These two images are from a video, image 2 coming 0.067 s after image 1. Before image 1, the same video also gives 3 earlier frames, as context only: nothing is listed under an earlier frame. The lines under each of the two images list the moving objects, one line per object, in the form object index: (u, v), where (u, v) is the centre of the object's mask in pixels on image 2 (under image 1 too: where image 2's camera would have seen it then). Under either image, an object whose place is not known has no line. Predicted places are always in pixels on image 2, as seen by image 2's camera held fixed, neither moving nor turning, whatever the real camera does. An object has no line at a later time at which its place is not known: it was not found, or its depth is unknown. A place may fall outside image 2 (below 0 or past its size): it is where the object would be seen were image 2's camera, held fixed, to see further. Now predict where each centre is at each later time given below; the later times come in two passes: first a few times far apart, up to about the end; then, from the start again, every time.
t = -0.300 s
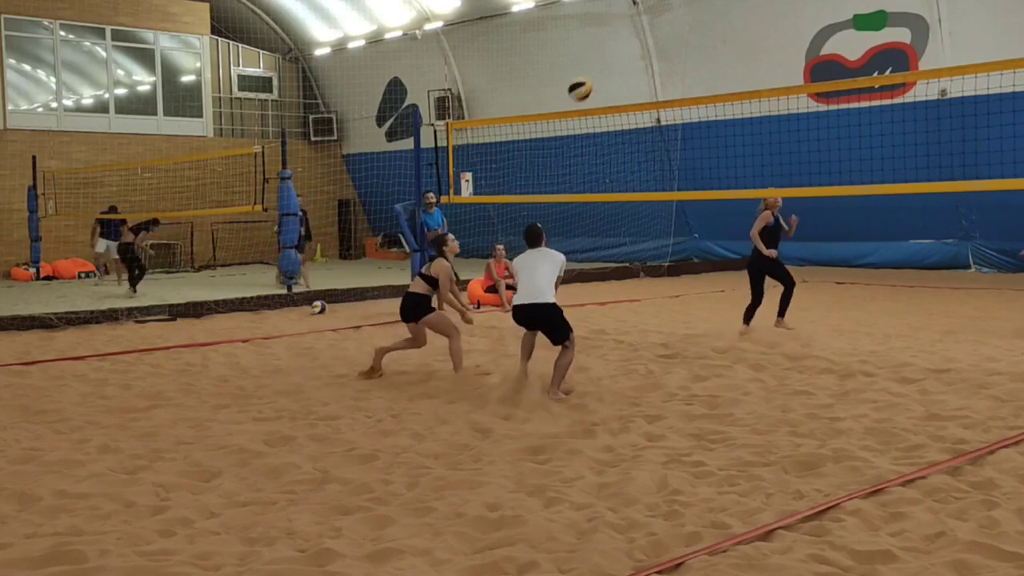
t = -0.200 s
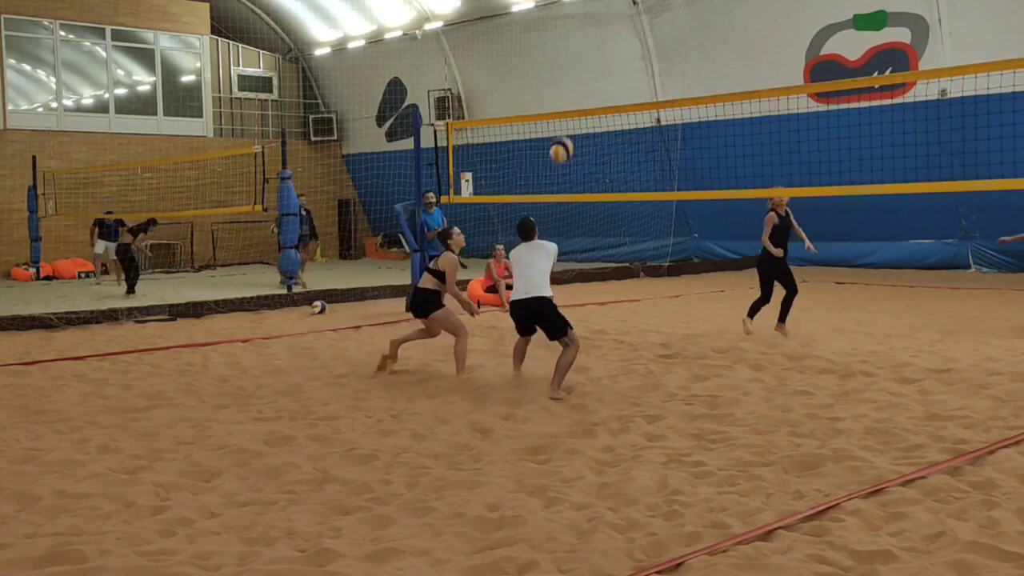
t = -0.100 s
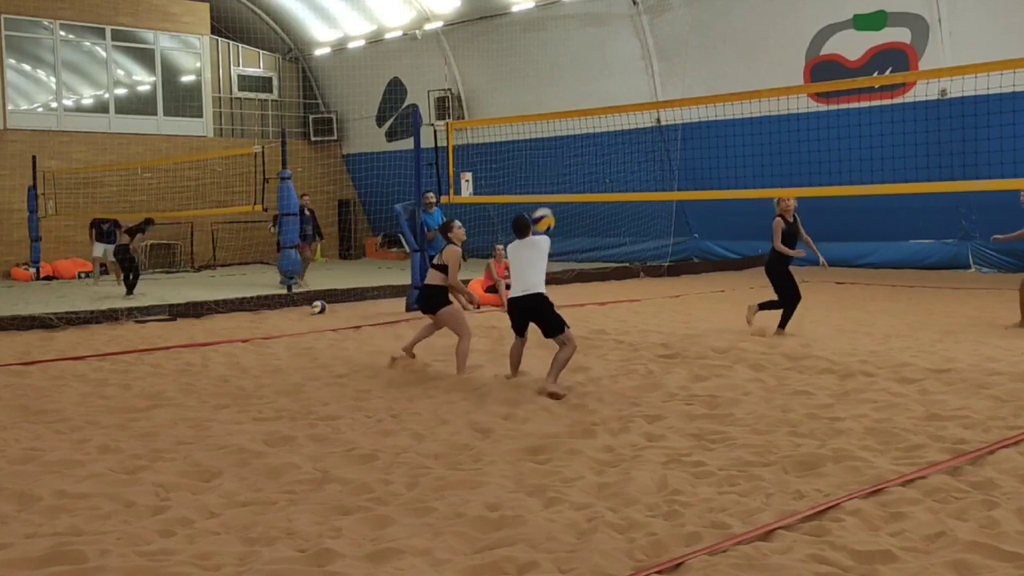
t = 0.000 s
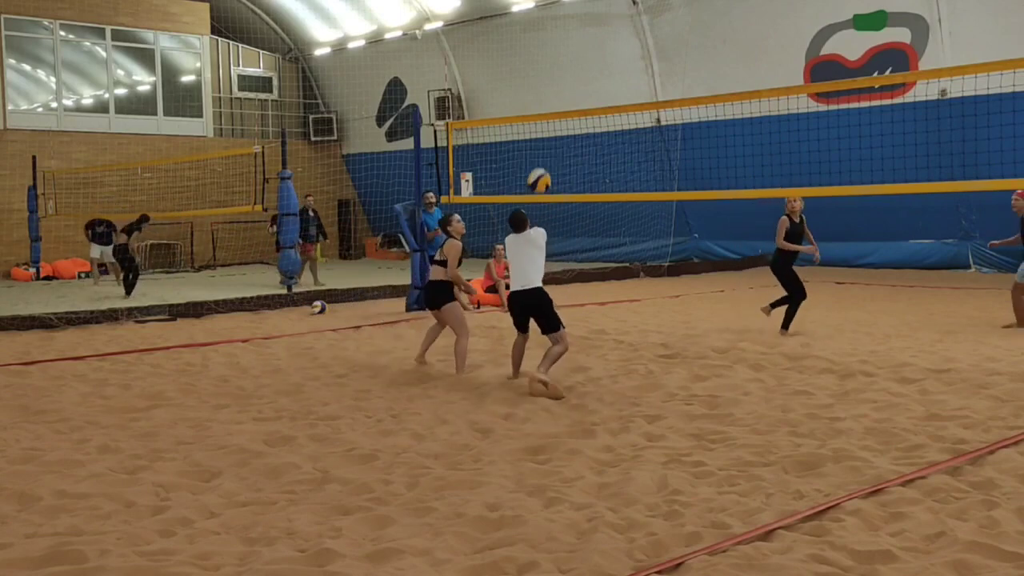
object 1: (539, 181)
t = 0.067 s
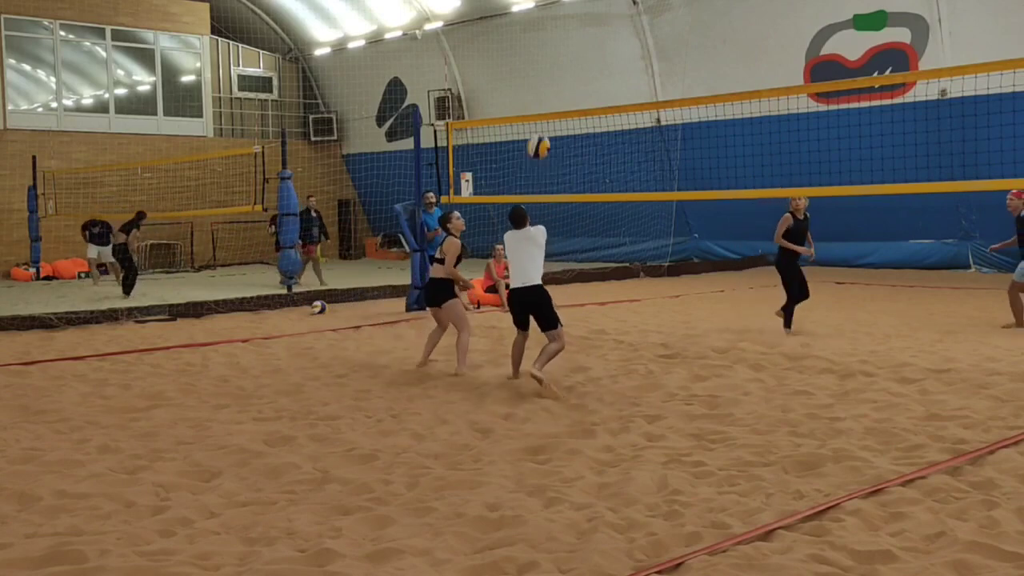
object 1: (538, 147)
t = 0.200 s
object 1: (537, 92)
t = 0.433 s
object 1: (538, 47)
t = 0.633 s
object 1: (539, 54)
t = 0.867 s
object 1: (542, 115)
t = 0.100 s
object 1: (538, 131)
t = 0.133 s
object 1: (538, 117)
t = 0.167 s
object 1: (538, 104)
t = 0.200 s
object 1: (537, 92)
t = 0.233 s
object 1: (537, 82)
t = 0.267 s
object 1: (537, 73)
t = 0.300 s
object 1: (537, 65)
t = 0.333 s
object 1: (537, 59)
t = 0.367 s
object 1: (538, 53)
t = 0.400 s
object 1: (538, 50)
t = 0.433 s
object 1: (538, 47)
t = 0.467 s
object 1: (538, 45)
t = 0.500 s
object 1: (538, 44)
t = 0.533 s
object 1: (538, 45)
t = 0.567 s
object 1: (539, 47)
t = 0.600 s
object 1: (539, 50)
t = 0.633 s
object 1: (539, 54)
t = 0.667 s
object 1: (540, 59)
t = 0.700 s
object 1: (540, 66)
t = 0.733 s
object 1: (540, 74)
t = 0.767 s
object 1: (541, 82)
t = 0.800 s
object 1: (541, 92)
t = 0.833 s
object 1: (542, 103)
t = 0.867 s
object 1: (542, 115)
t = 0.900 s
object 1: (543, 127)
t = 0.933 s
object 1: (543, 142)
